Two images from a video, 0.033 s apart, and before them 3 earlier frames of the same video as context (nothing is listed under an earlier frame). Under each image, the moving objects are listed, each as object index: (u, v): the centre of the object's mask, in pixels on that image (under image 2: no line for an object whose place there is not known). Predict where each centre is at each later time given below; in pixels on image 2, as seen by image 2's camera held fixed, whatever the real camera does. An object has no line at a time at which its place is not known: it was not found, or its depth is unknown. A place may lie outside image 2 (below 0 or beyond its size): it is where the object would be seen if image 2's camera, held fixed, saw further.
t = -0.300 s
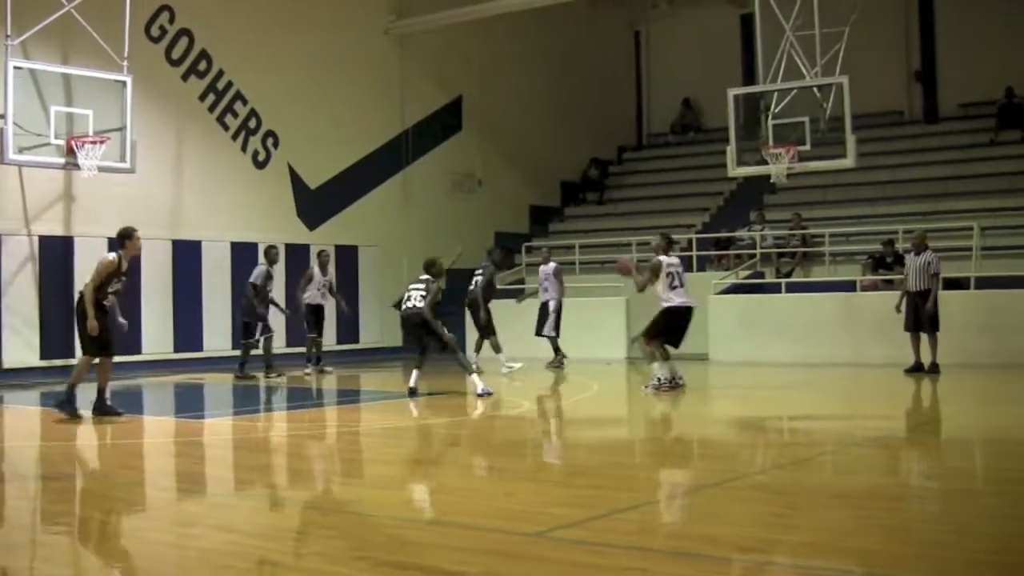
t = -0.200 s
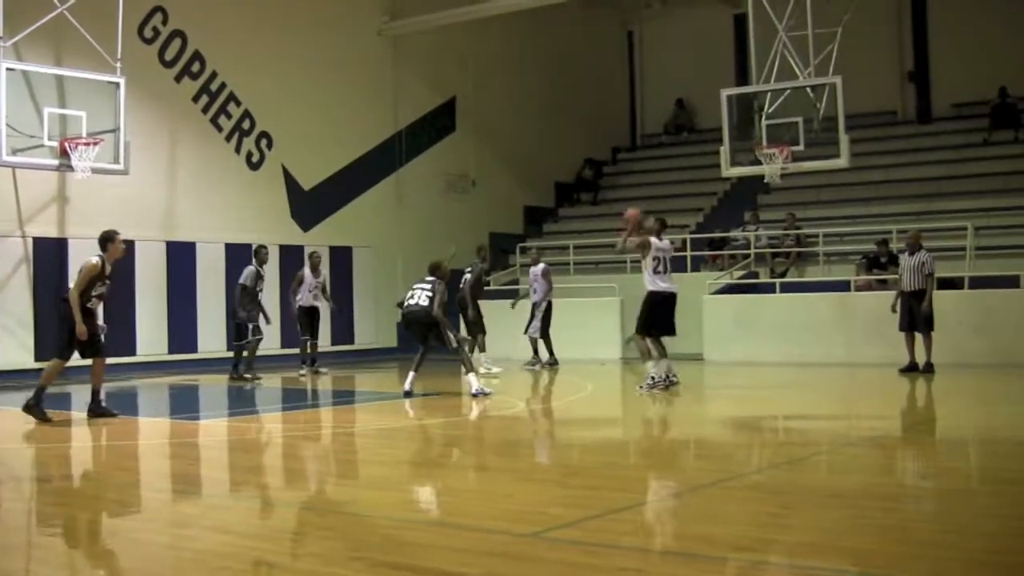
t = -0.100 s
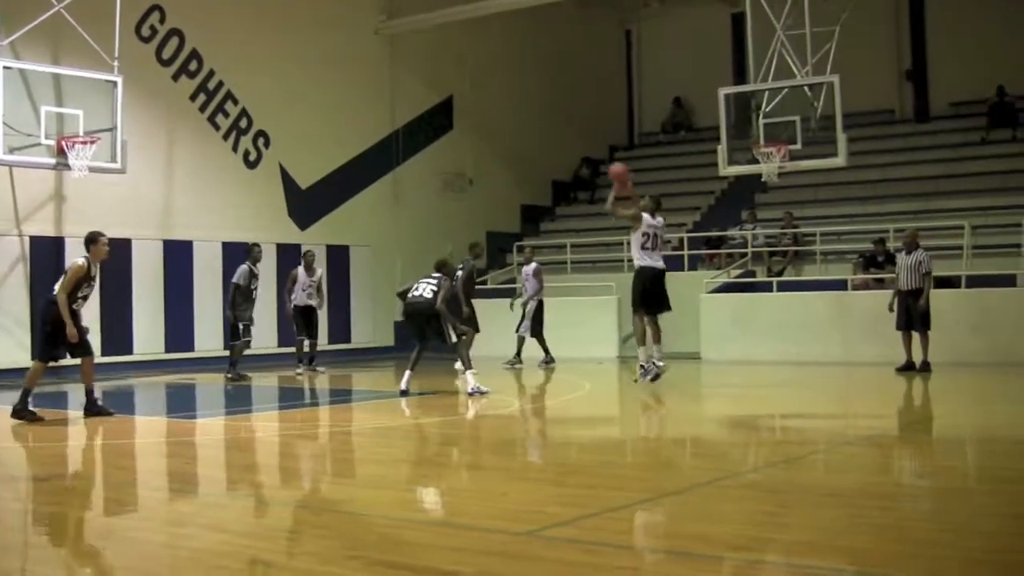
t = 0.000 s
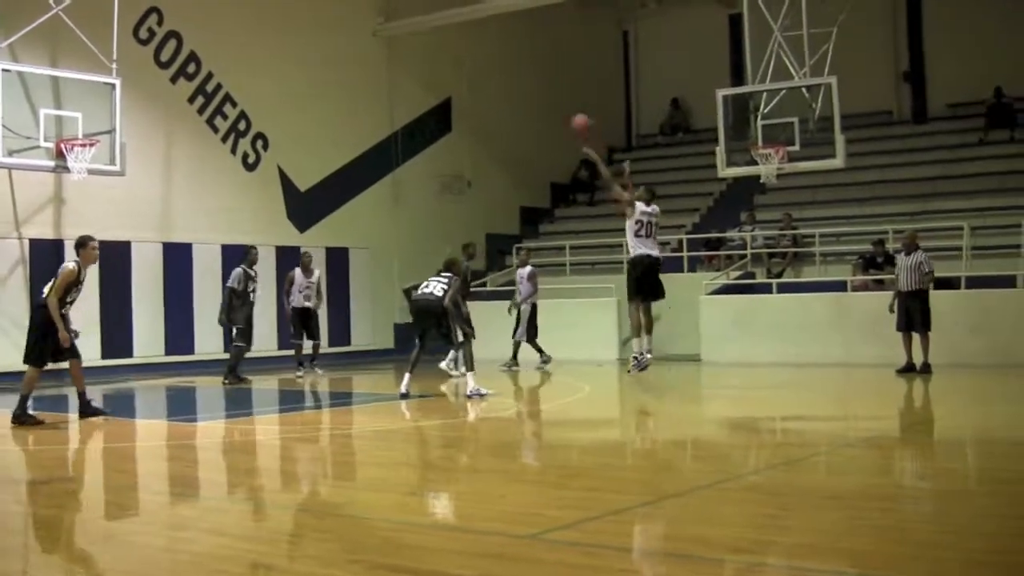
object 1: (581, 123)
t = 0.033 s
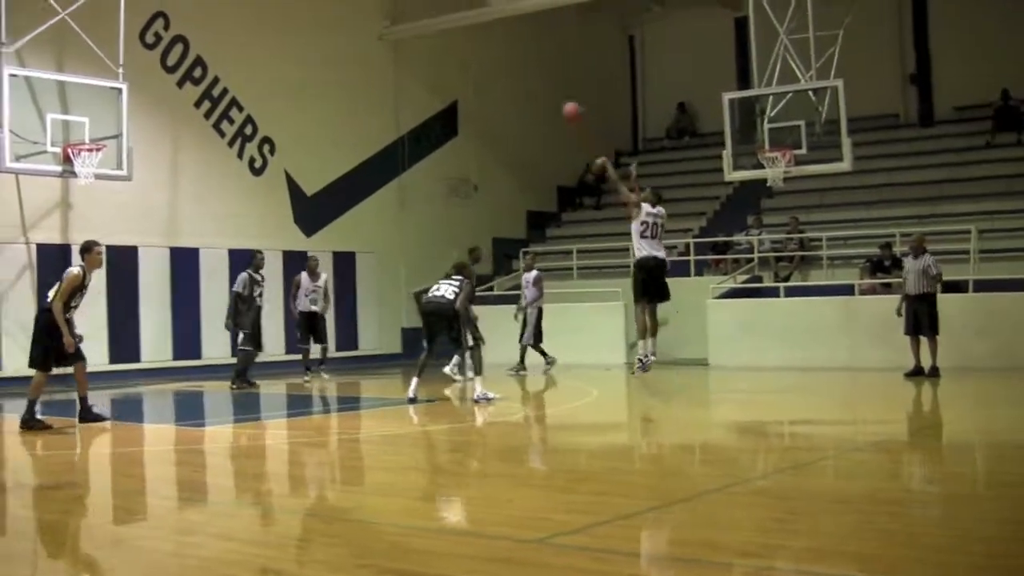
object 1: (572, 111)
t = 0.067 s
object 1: (555, 97)
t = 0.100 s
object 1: (539, 83)
